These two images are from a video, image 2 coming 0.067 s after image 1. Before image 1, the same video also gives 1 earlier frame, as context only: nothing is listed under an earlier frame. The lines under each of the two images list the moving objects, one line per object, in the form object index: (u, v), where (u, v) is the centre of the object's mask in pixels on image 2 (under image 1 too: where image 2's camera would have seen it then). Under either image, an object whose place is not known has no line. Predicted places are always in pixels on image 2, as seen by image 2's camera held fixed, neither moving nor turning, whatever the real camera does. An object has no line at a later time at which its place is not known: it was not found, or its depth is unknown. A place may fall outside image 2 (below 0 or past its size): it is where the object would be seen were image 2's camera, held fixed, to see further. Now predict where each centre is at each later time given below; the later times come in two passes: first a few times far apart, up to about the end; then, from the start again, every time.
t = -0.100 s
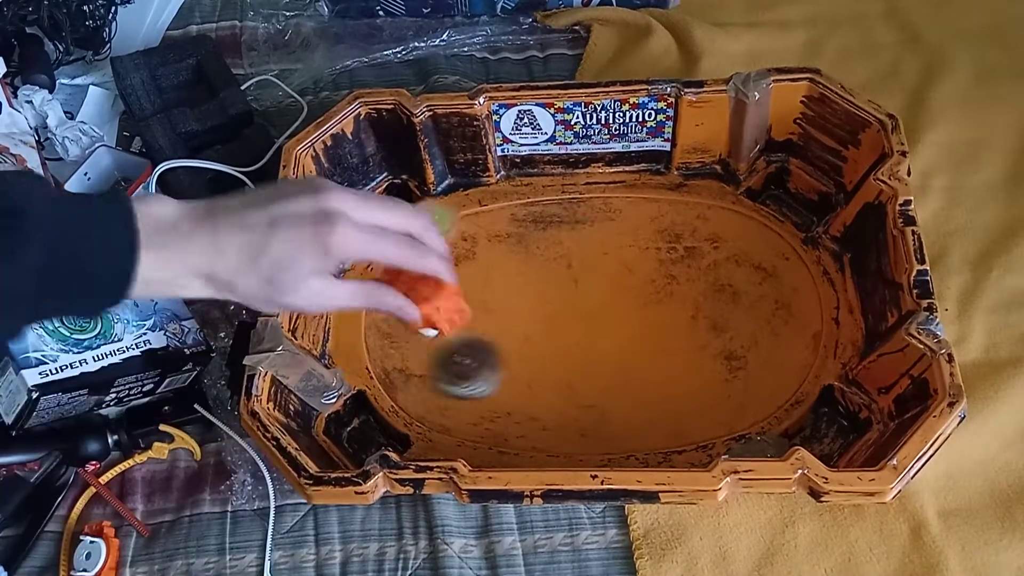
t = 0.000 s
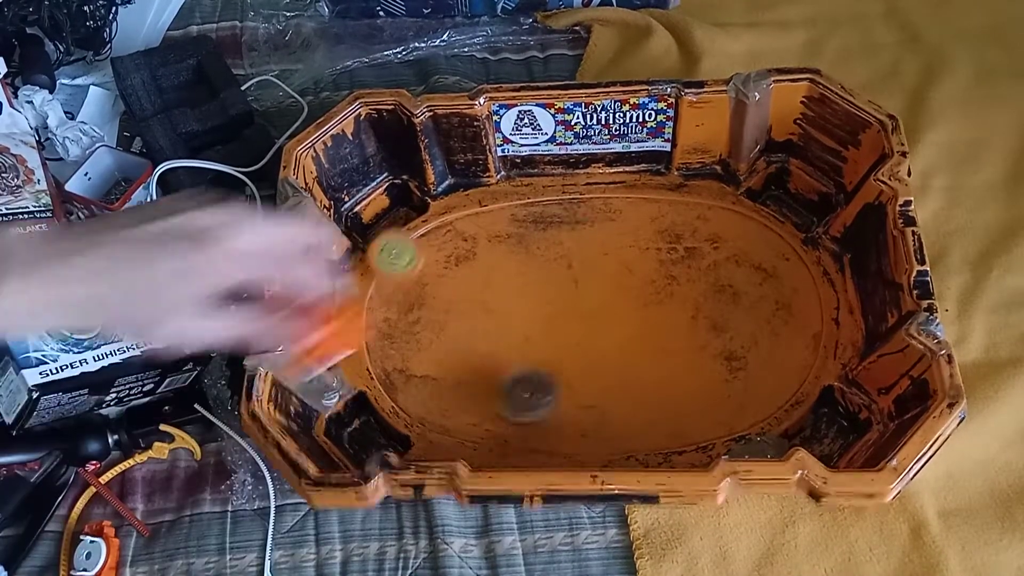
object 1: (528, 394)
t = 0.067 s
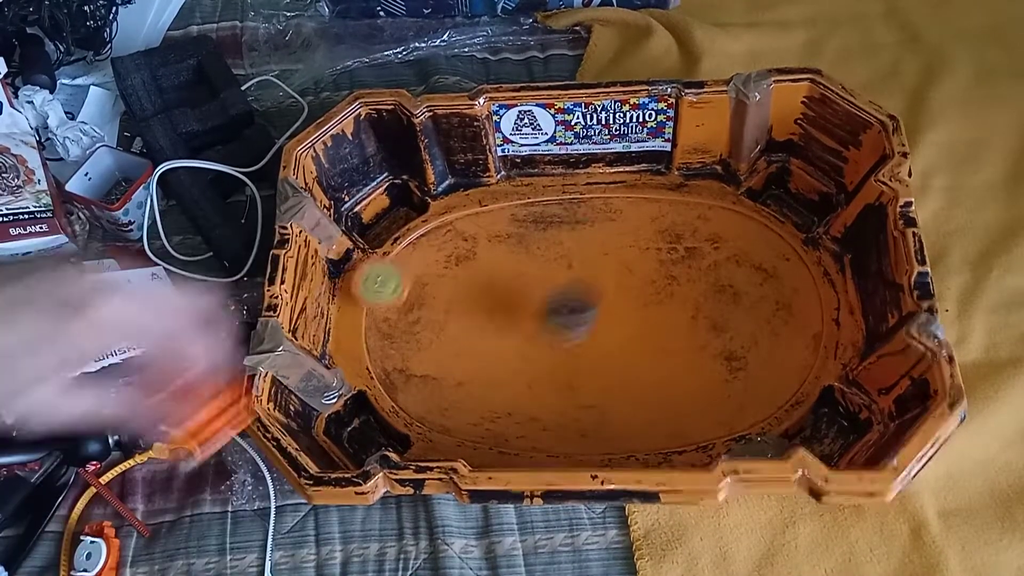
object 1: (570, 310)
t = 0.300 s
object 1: (690, 233)
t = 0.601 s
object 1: (711, 434)
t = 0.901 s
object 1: (589, 300)
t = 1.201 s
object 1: (676, 182)
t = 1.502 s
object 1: (638, 369)
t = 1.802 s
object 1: (535, 326)
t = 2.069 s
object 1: (602, 257)
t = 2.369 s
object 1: (666, 310)
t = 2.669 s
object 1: (524, 324)
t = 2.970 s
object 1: (634, 274)
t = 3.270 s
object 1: (710, 411)
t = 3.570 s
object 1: (555, 368)
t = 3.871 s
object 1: (564, 213)
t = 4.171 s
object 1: (691, 226)
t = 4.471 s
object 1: (591, 350)
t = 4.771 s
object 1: (403, 322)
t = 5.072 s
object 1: (430, 241)
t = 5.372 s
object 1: (460, 265)
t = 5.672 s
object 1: (525, 298)
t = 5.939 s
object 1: (572, 355)
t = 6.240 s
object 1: (541, 378)
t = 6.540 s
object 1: (538, 306)
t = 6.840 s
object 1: (597, 249)
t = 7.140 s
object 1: (635, 271)
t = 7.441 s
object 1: (565, 318)
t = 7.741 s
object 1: (490, 321)
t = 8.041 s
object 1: (468, 328)
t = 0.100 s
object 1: (587, 276)
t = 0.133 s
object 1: (604, 250)
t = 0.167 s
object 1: (621, 216)
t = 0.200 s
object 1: (642, 184)
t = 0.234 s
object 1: (662, 176)
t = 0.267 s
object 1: (676, 201)
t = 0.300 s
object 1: (690, 233)
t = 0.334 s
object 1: (705, 258)
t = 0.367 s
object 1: (720, 289)
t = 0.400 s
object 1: (735, 318)
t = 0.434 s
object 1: (752, 349)
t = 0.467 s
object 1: (769, 385)
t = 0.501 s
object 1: (763, 397)
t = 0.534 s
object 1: (748, 408)
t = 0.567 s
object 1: (726, 425)
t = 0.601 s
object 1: (711, 434)
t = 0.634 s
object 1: (694, 428)
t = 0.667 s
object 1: (675, 413)
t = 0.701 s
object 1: (653, 400)
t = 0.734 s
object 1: (635, 388)
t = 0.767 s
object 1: (620, 375)
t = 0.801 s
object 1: (608, 359)
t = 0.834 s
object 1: (599, 342)
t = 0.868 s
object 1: (592, 321)
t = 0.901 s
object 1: (589, 300)
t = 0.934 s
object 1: (588, 281)
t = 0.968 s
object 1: (591, 260)
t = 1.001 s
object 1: (598, 238)
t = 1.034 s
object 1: (608, 219)
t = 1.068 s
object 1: (619, 201)
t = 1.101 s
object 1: (635, 186)
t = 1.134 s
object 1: (650, 176)
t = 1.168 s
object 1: (663, 174)
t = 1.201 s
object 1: (676, 182)
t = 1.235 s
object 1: (688, 198)
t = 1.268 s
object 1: (703, 210)
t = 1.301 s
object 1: (714, 231)
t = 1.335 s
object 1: (721, 250)
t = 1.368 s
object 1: (719, 293)
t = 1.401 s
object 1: (708, 317)
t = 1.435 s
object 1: (691, 337)
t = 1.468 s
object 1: (666, 355)
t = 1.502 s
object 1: (638, 369)
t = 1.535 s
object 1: (604, 380)
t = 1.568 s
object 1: (579, 381)
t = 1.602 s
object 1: (571, 379)
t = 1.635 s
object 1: (562, 376)
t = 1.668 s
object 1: (552, 369)
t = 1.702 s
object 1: (544, 361)
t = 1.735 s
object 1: (538, 351)
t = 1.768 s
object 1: (535, 338)
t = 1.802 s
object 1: (535, 326)
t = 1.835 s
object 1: (539, 315)
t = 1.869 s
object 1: (544, 304)
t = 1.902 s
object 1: (549, 294)
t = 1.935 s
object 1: (557, 283)
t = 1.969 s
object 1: (567, 275)
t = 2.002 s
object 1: (577, 267)
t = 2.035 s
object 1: (589, 261)
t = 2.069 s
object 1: (602, 257)
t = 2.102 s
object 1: (616, 256)
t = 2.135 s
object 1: (629, 255)
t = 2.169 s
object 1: (644, 257)
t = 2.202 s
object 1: (655, 261)
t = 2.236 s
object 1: (663, 268)
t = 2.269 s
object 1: (669, 277)
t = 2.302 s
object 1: (672, 288)
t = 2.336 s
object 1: (671, 299)
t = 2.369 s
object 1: (666, 310)
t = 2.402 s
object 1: (656, 321)
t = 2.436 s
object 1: (644, 331)
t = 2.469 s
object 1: (629, 338)
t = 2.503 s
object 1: (612, 341)
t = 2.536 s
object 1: (592, 342)
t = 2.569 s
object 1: (573, 341)
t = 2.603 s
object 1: (555, 337)
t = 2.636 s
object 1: (538, 332)
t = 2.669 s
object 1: (524, 324)
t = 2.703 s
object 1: (513, 312)
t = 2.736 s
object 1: (506, 299)
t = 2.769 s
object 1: (500, 284)
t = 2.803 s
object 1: (495, 269)
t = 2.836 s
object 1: (503, 258)
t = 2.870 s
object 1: (539, 259)
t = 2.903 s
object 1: (571, 261)
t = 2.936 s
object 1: (601, 265)
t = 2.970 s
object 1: (634, 274)
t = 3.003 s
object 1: (662, 285)
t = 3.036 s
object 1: (687, 300)
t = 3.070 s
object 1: (709, 318)
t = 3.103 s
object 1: (724, 339)
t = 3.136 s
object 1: (733, 359)
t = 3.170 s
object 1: (738, 380)
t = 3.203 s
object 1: (737, 397)
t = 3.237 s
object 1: (727, 408)
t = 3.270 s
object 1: (710, 411)
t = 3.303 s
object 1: (689, 413)
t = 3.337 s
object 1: (670, 414)
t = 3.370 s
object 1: (651, 414)
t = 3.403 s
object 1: (630, 411)
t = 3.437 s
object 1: (612, 405)
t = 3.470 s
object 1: (595, 398)
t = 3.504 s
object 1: (580, 390)
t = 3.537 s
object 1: (568, 381)
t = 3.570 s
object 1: (555, 368)
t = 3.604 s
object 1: (544, 355)
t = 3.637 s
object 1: (536, 340)
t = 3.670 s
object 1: (531, 323)
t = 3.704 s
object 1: (529, 302)
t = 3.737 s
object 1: (531, 281)
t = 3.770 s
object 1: (535, 260)
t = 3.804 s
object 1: (543, 241)
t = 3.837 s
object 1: (552, 227)
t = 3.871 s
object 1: (564, 213)
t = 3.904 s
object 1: (580, 204)
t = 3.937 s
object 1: (595, 196)
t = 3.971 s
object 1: (615, 192)
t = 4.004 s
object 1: (632, 193)
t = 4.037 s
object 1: (650, 196)
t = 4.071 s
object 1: (664, 200)
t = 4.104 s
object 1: (676, 207)
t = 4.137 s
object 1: (686, 216)
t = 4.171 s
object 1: (691, 226)
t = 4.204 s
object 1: (694, 239)
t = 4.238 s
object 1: (693, 253)
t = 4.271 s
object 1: (689, 268)
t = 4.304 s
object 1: (683, 283)
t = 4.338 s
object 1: (672, 299)
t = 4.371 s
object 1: (656, 315)
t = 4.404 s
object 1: (637, 331)
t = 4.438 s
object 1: (617, 342)
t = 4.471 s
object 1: (591, 350)
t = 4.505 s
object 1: (564, 355)
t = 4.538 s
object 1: (537, 359)
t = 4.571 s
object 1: (511, 359)
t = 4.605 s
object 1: (486, 356)
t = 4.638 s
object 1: (465, 350)
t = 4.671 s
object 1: (448, 344)
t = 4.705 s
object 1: (433, 337)
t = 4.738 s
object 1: (417, 330)
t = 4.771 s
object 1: (403, 322)
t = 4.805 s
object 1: (394, 316)
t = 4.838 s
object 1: (381, 306)
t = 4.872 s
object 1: (371, 295)
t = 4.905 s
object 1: (376, 284)
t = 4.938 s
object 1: (393, 273)
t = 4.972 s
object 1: (406, 262)
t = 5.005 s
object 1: (416, 254)
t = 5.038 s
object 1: (424, 245)
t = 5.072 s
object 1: (430, 241)
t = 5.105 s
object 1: (434, 239)
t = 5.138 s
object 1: (438, 239)
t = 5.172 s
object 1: (442, 241)
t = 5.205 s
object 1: (446, 244)
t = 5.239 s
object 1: (448, 247)
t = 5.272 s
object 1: (450, 251)
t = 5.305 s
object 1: (452, 255)
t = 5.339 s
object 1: (456, 260)
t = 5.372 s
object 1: (460, 265)
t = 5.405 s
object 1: (465, 268)
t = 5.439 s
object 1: (469, 271)
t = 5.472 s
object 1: (476, 275)
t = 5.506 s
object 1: (483, 280)
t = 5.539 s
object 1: (490, 284)
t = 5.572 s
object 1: (498, 287)
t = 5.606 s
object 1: (507, 292)
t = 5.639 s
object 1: (516, 295)
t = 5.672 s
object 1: (525, 298)
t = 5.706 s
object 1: (535, 302)
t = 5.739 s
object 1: (543, 306)
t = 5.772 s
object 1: (551, 313)
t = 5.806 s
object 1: (557, 322)
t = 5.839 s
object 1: (564, 332)
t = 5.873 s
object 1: (569, 342)
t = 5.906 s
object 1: (571, 349)
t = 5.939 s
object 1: (572, 355)
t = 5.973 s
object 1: (573, 361)
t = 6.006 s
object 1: (572, 366)
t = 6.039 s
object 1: (570, 371)
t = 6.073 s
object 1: (568, 375)
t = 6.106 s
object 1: (564, 380)
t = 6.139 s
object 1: (559, 382)
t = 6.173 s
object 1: (554, 382)
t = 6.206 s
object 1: (547, 382)
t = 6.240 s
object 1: (541, 378)
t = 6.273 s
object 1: (536, 374)
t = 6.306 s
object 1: (531, 368)
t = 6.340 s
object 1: (528, 361)
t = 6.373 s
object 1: (526, 354)
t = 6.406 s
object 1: (525, 346)
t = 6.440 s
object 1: (526, 337)
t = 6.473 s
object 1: (529, 327)
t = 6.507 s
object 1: (533, 317)
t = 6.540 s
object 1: (538, 306)
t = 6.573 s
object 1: (543, 295)
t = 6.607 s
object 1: (551, 285)
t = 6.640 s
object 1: (557, 277)
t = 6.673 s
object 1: (562, 269)
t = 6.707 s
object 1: (569, 264)
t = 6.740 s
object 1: (576, 258)
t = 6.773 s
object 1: (583, 254)
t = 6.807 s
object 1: (590, 251)
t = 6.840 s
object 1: (597, 249)
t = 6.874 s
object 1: (603, 247)
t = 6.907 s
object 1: (609, 246)
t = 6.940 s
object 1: (615, 247)
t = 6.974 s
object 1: (621, 249)
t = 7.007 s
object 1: (626, 251)
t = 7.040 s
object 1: (630, 254)
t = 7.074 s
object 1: (634, 259)
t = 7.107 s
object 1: (635, 265)
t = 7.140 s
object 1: (635, 271)
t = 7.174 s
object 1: (631, 280)
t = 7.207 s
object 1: (627, 287)
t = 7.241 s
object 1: (620, 293)
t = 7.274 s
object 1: (612, 299)
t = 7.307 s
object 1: (604, 304)
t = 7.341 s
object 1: (595, 307)
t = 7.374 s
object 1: (585, 311)
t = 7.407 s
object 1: (575, 314)
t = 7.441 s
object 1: (565, 318)
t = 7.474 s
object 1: (555, 323)
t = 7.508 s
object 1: (545, 327)
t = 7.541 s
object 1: (533, 328)
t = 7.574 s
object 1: (523, 329)
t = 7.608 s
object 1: (514, 328)
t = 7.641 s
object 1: (507, 326)
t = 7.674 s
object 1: (500, 325)
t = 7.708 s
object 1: (495, 323)
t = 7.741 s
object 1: (490, 321)
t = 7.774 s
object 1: (485, 320)
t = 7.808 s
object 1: (480, 319)
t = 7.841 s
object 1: (476, 319)
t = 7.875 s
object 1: (473, 319)
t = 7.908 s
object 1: (471, 320)
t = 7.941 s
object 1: (469, 321)
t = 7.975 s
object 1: (468, 324)
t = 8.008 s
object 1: (468, 326)
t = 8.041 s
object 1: (468, 328)
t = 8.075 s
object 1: (468, 331)
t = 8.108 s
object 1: (469, 334)
